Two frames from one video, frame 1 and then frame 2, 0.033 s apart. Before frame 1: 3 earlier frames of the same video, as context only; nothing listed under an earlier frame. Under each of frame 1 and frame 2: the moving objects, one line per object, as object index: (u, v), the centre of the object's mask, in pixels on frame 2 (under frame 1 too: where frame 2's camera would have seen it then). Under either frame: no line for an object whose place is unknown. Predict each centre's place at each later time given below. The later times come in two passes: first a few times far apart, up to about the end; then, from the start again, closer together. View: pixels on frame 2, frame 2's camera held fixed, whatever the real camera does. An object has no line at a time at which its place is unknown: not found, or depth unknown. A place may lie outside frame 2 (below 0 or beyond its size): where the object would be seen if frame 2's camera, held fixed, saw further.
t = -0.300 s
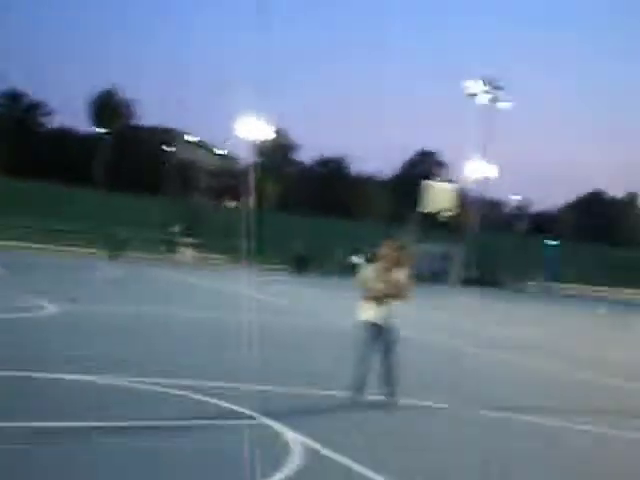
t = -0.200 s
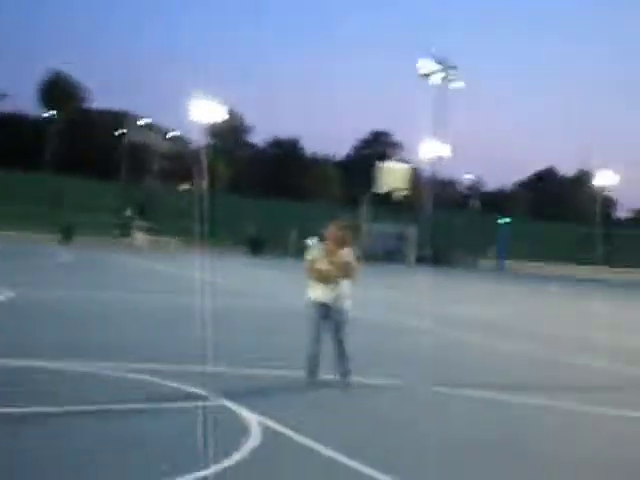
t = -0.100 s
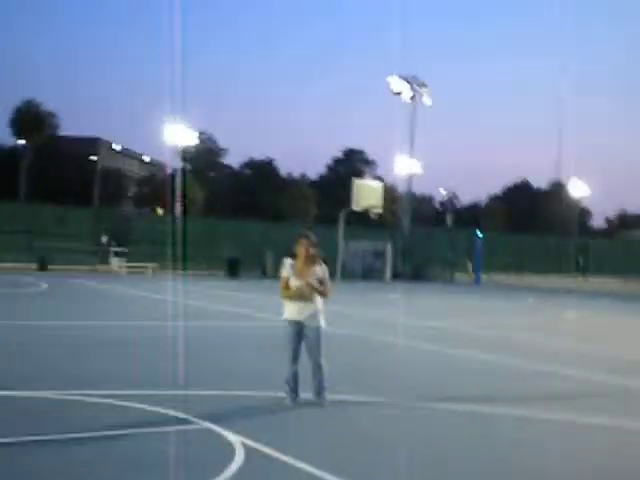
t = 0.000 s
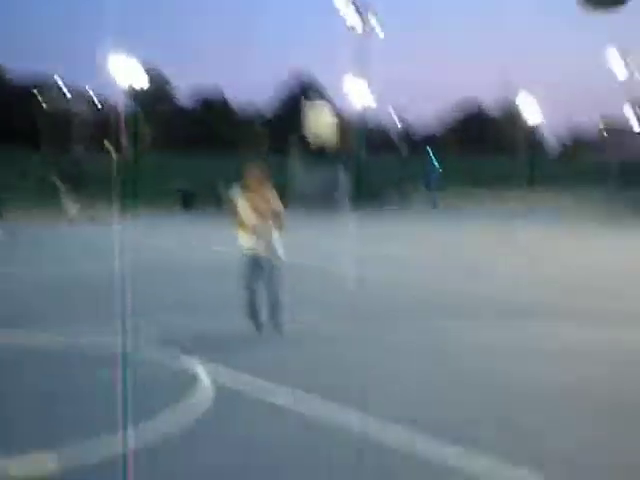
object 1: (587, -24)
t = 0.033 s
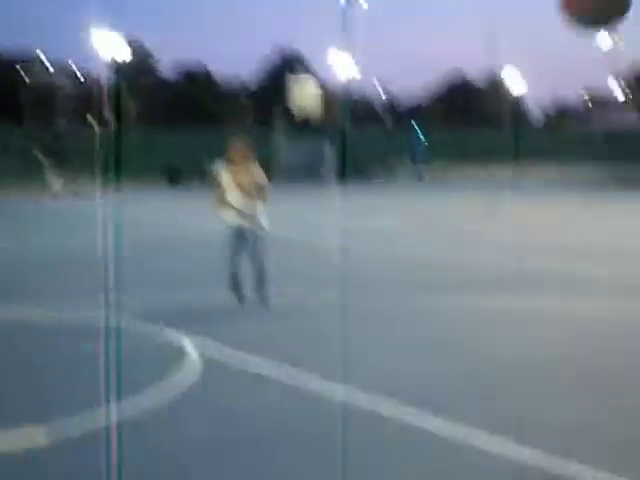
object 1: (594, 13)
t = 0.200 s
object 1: (615, 262)
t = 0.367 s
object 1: (634, 426)
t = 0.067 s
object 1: (600, 48)
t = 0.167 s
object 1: (612, 209)
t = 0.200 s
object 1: (615, 262)
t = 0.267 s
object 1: (621, 366)
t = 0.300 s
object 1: (622, 417)
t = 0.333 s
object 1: (626, 467)
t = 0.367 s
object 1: (634, 426)
